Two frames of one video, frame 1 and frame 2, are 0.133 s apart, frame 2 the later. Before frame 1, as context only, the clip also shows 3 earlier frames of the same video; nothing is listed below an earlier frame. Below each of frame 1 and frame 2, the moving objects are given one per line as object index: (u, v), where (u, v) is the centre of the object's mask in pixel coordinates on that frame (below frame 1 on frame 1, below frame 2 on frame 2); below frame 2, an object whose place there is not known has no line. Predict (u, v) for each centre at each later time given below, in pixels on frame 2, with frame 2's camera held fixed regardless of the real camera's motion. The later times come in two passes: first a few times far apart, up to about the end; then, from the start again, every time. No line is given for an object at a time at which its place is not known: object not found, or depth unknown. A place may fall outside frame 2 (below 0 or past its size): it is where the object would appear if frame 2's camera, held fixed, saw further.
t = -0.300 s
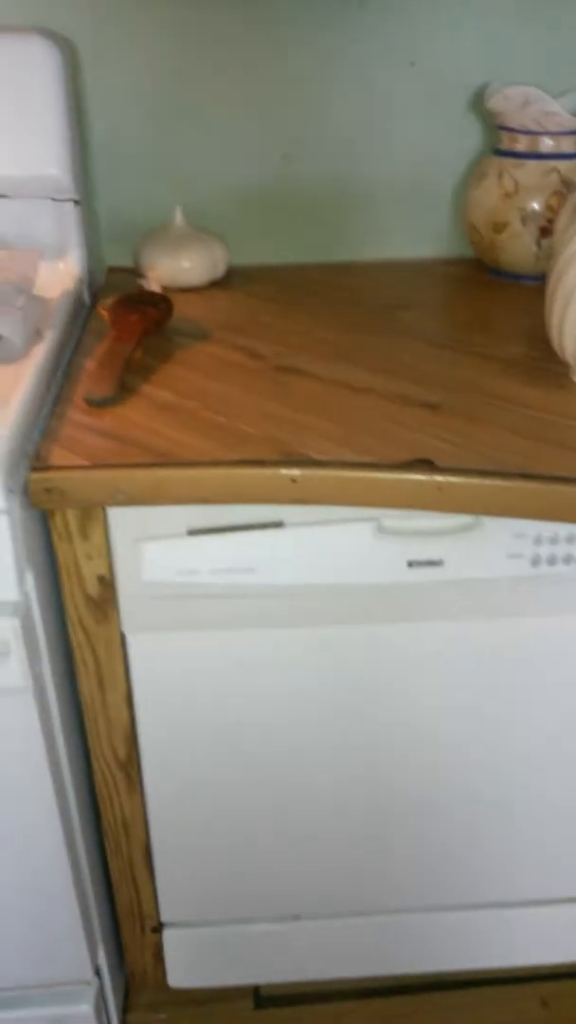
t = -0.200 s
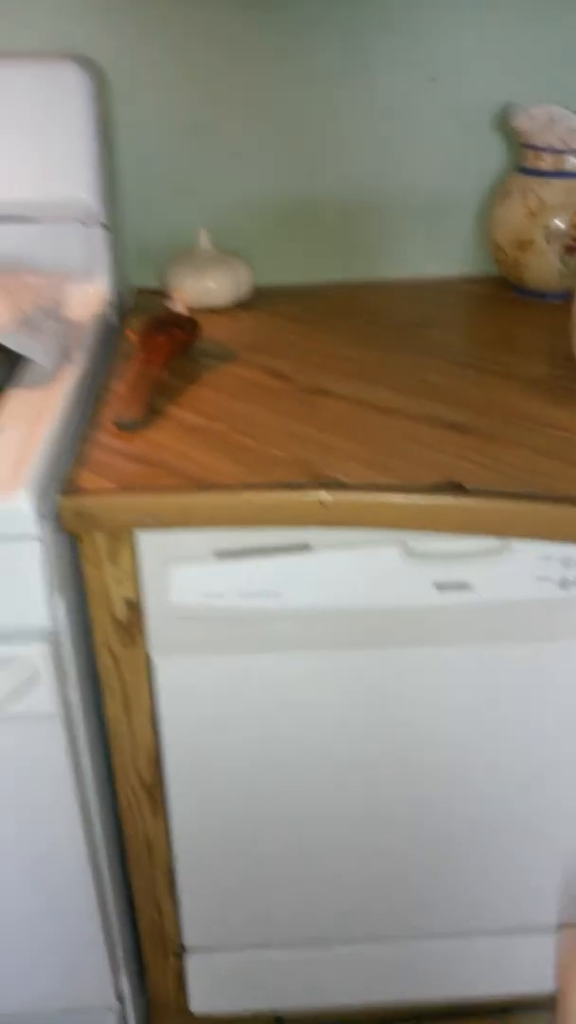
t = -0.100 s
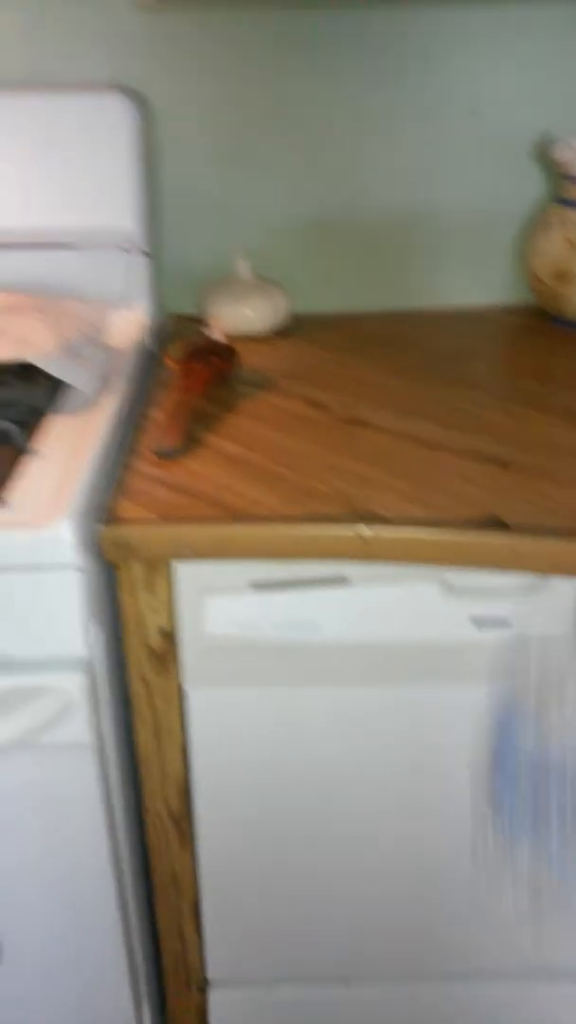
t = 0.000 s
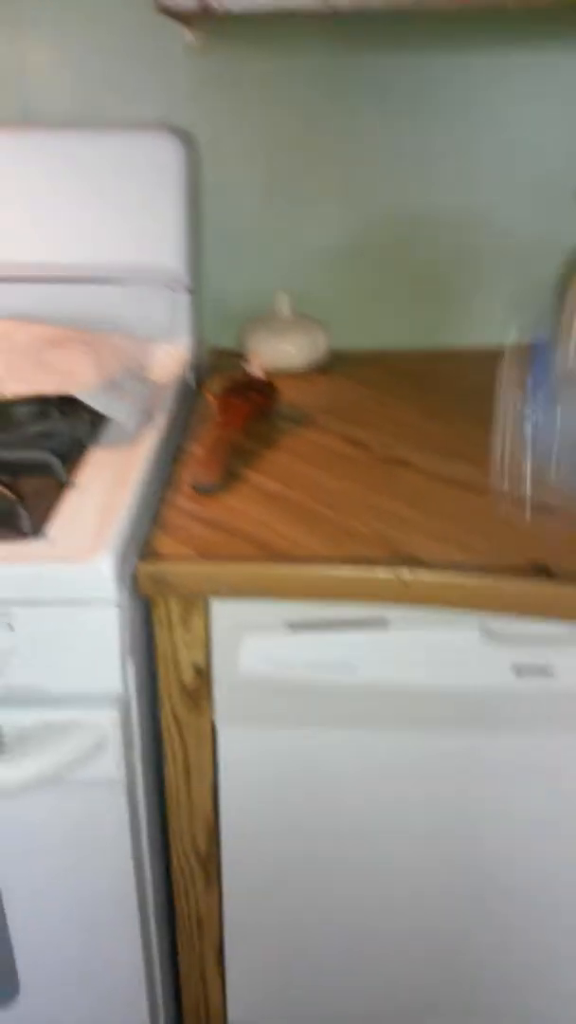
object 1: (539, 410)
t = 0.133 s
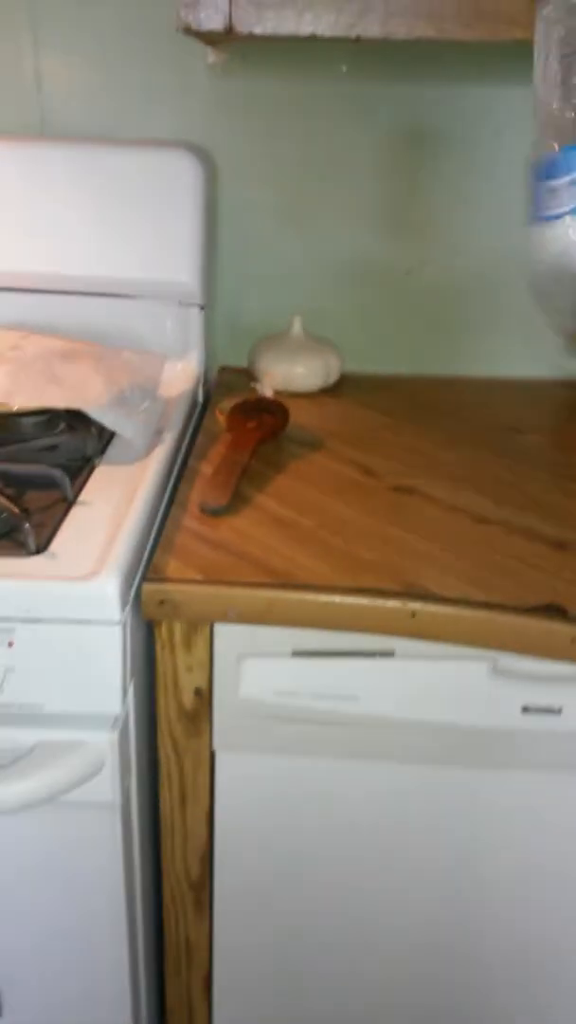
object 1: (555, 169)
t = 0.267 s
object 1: (548, 55)
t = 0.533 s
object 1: (444, 457)
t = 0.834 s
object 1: (421, 494)
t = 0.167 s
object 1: (549, 165)
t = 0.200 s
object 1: (546, 133)
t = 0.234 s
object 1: (545, 86)
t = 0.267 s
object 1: (548, 55)
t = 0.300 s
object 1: (543, 93)
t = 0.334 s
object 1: (520, 148)
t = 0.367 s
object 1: (503, 201)
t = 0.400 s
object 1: (484, 277)
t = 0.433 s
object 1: (469, 355)
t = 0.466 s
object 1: (451, 445)
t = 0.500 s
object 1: (447, 461)
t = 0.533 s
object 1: (444, 457)
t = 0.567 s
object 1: (443, 457)
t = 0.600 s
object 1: (439, 459)
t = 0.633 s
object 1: (434, 466)
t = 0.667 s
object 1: (428, 478)
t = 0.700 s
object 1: (424, 495)
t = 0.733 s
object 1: (421, 494)
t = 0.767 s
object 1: (421, 493)
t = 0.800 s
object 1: (422, 494)
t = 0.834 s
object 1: (421, 494)
